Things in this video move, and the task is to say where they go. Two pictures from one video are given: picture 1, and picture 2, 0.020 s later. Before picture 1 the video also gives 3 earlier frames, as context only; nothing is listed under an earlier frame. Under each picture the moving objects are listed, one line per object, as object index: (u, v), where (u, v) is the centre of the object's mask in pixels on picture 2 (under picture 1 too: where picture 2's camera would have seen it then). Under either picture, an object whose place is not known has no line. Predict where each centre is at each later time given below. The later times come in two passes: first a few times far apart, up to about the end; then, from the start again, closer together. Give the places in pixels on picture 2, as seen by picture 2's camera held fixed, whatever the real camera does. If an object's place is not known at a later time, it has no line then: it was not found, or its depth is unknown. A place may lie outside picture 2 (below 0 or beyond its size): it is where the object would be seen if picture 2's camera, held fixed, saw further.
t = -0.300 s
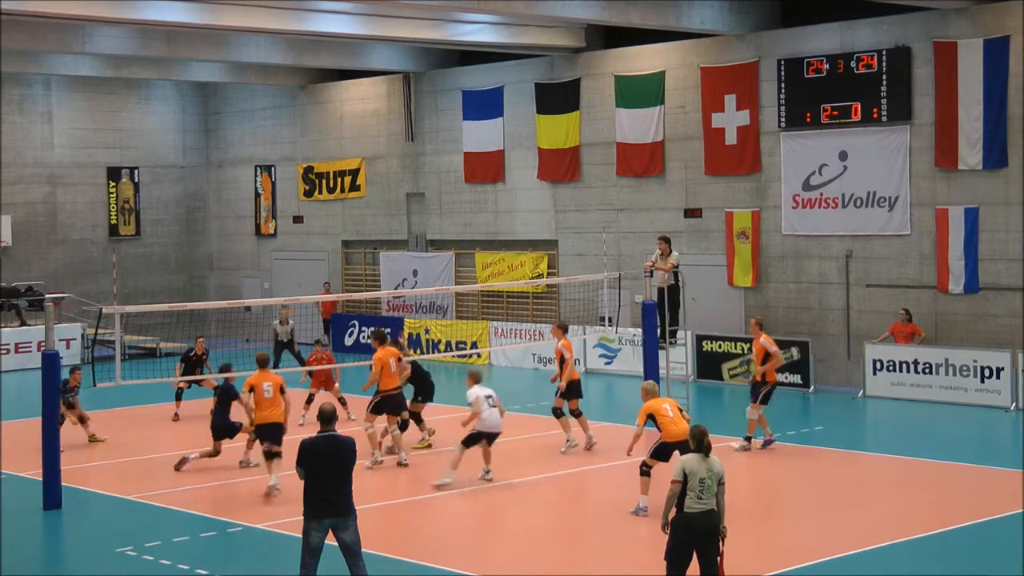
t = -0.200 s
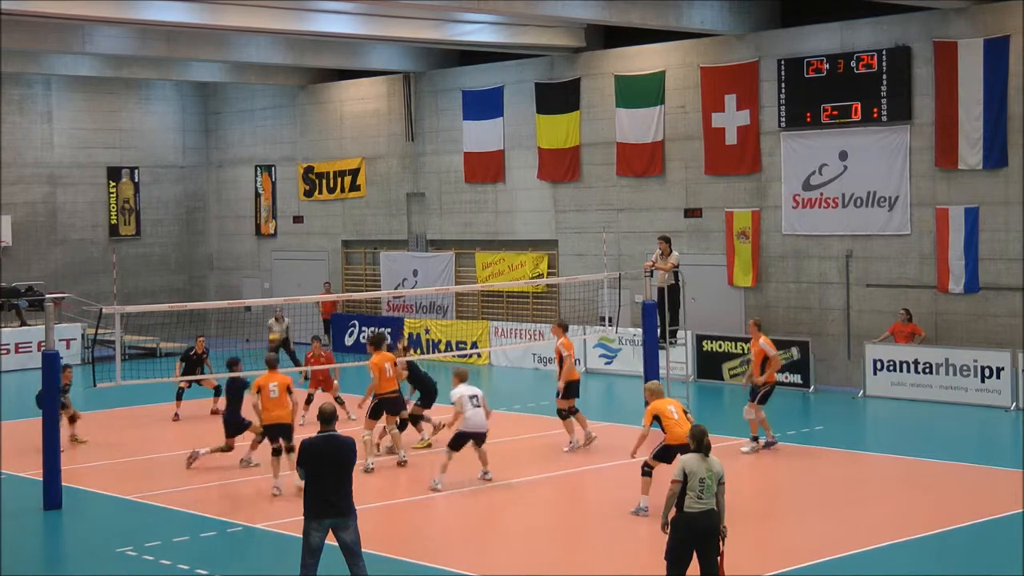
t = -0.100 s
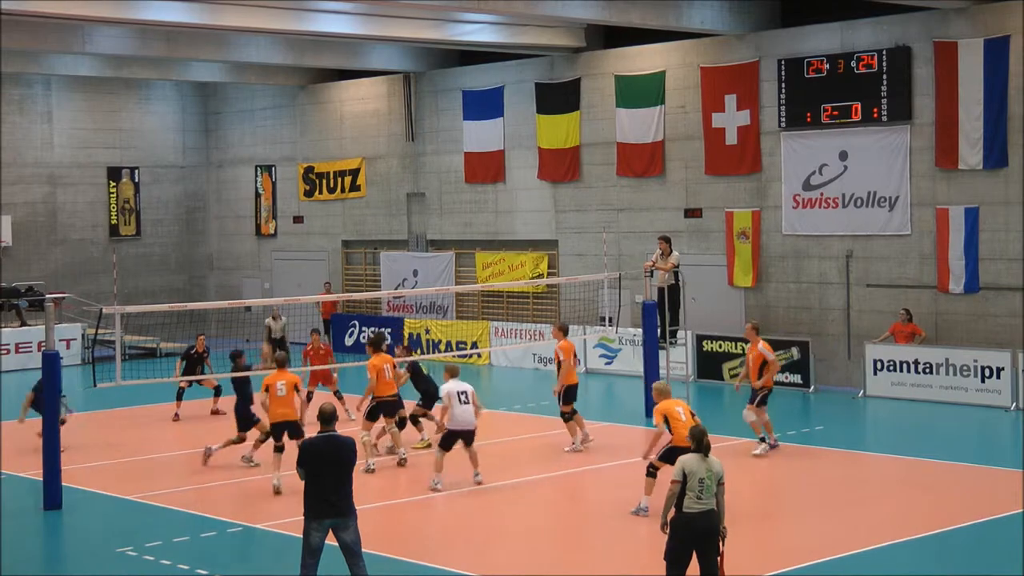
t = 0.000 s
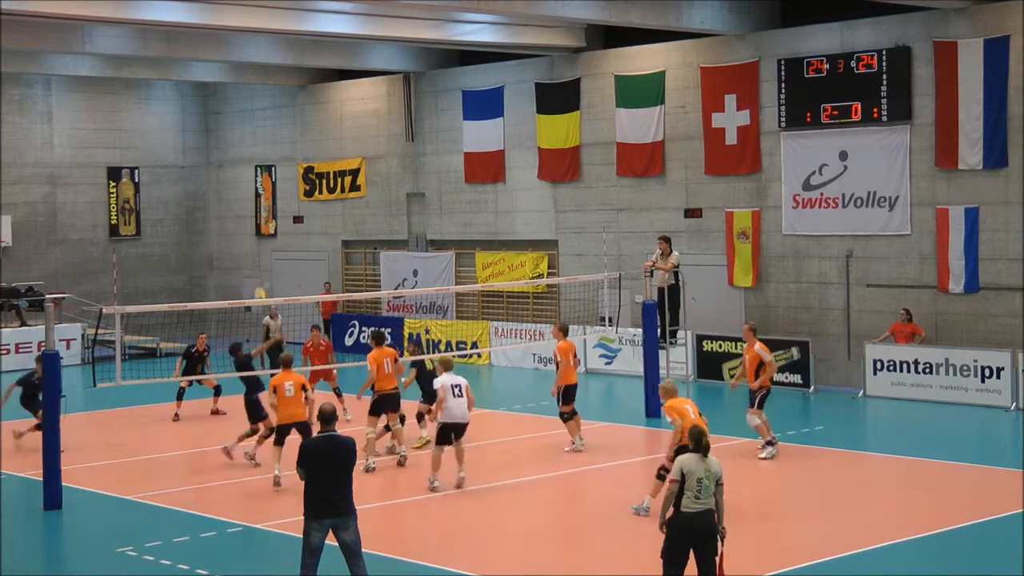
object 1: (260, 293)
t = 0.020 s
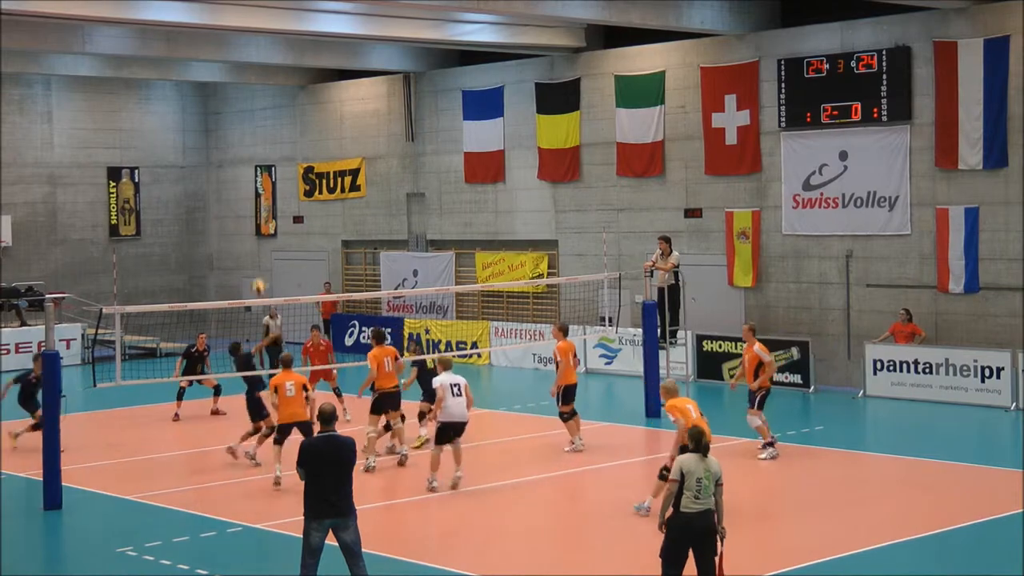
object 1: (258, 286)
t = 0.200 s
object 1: (249, 213)
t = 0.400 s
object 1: (243, 159)
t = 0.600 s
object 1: (235, 133)
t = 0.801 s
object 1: (229, 134)
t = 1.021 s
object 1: (223, 163)
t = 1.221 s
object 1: (220, 216)
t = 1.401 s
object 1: (217, 282)
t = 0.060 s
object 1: (256, 266)
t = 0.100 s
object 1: (254, 250)
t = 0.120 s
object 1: (253, 243)
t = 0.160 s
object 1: (251, 228)
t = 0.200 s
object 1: (249, 213)
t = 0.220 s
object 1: (249, 209)
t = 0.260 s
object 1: (248, 196)
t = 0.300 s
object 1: (246, 183)
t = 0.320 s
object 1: (245, 180)
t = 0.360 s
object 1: (244, 168)
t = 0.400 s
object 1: (243, 159)
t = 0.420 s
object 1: (241, 155)
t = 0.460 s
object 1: (240, 148)
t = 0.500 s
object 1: (238, 143)
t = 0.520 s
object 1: (238, 141)
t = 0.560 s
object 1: (237, 137)
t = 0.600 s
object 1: (235, 133)
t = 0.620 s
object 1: (234, 133)
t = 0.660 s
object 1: (233, 132)
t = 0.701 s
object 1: (232, 130)
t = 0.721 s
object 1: (231, 130)
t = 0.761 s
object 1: (230, 131)
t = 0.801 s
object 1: (229, 134)
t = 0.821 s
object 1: (229, 135)
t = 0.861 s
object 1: (228, 138)
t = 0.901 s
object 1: (227, 143)
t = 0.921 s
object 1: (226, 146)
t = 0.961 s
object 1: (225, 152)
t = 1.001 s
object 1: (224, 160)
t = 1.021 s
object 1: (223, 163)
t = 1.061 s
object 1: (222, 173)
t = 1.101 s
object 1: (222, 182)
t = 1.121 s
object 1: (222, 186)
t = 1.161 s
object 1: (221, 197)
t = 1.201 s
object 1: (221, 211)
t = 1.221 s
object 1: (220, 216)
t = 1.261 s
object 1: (220, 229)
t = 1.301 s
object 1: (218, 243)
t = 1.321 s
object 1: (218, 250)
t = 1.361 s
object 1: (218, 266)
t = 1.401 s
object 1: (217, 282)
